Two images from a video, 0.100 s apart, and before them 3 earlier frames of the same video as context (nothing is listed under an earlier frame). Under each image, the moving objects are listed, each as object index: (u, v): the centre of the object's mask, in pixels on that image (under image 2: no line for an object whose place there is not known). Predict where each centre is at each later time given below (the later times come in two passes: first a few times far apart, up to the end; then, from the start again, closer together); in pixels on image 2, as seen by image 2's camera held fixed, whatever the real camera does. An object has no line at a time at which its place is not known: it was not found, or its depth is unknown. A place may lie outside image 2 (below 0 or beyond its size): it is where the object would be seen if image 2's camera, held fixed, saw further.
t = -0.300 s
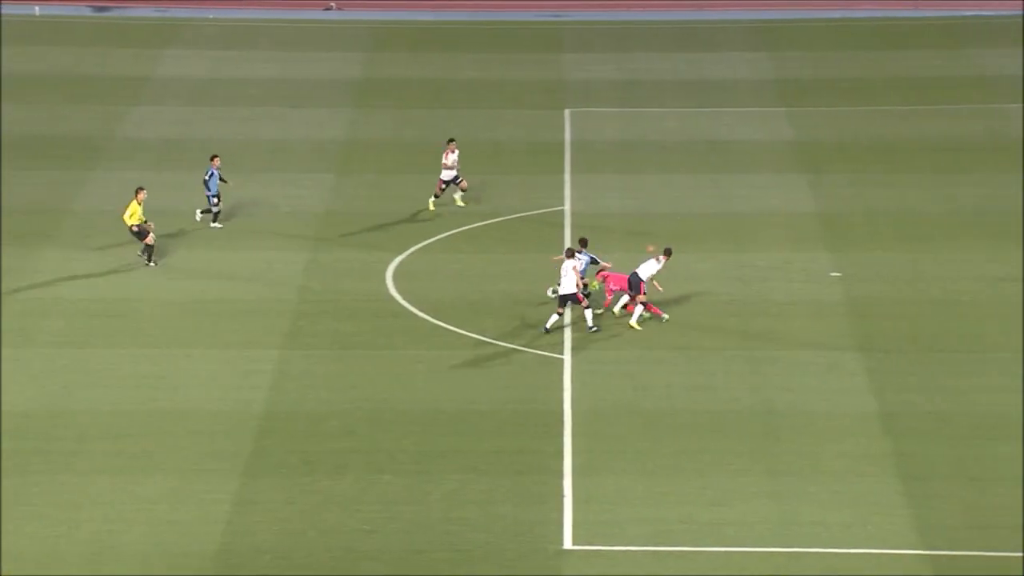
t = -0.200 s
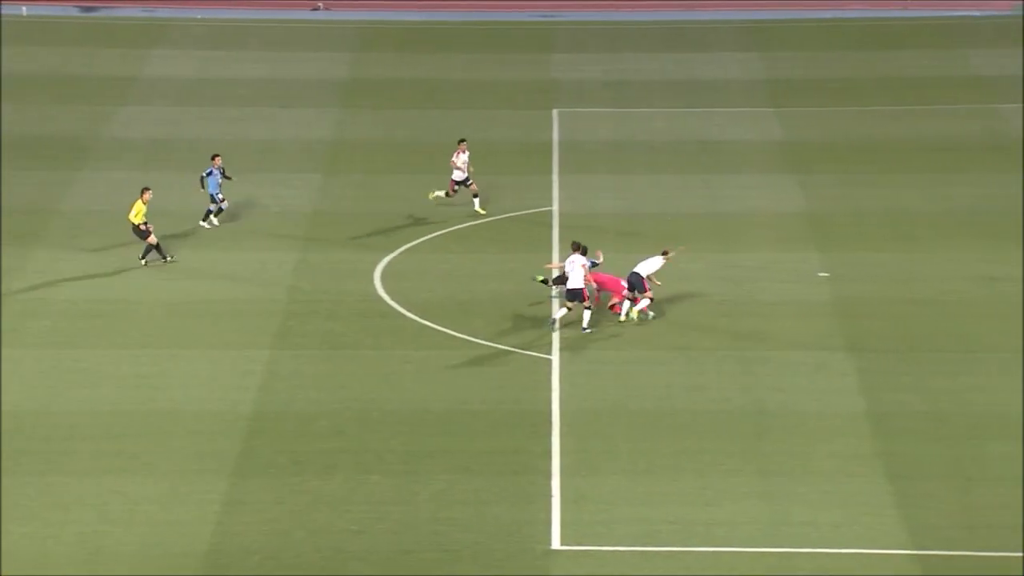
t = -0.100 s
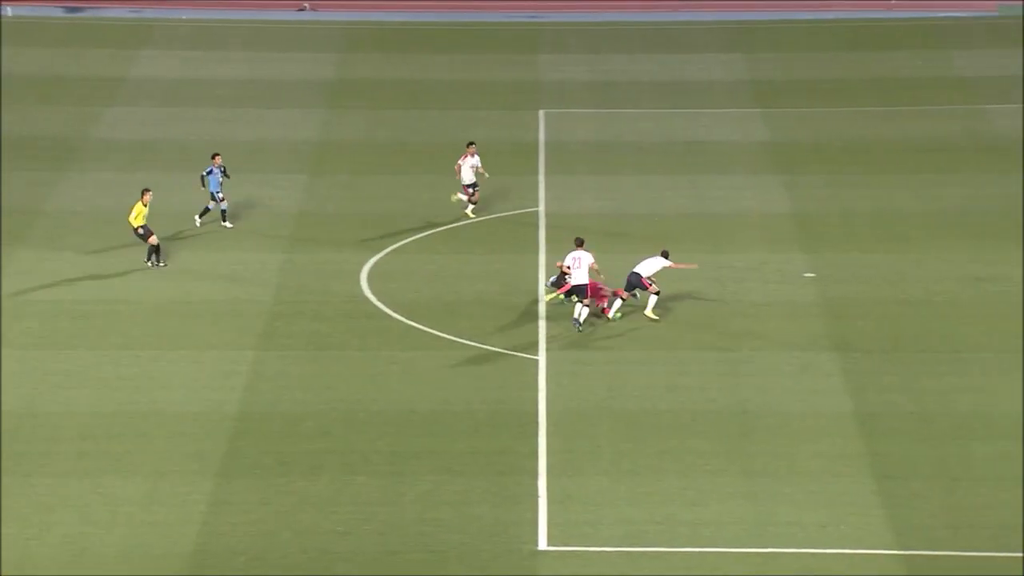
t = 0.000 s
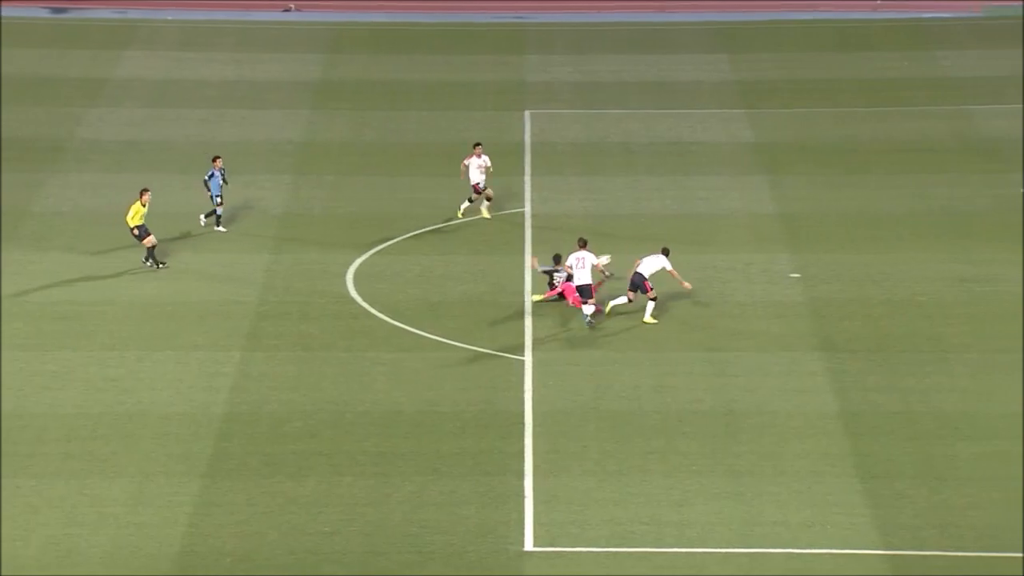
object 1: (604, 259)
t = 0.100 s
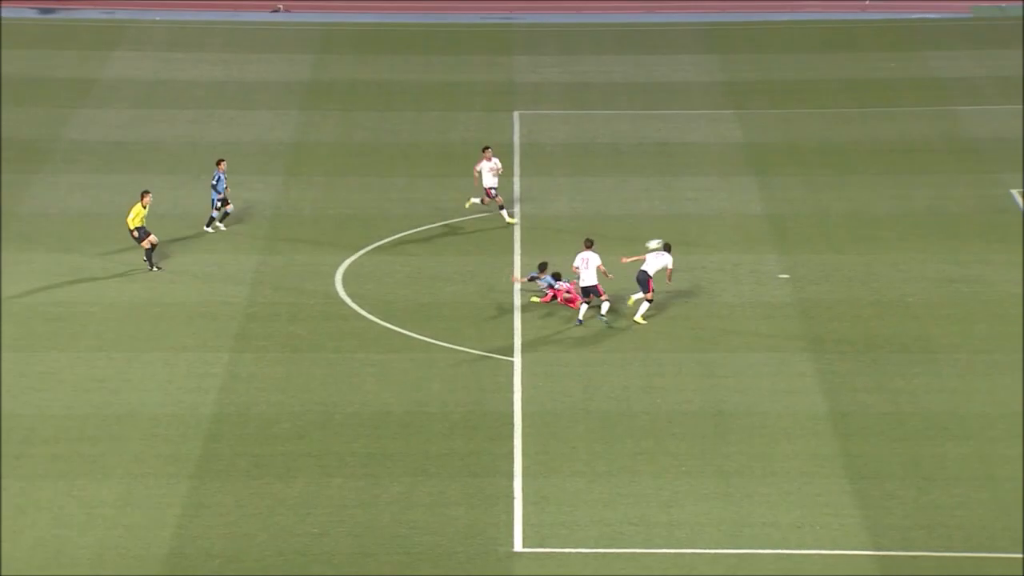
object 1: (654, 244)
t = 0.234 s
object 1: (735, 230)
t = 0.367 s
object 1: (811, 224)
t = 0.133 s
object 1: (675, 239)
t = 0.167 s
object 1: (696, 236)
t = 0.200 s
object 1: (716, 232)
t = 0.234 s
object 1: (735, 230)
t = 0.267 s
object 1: (755, 227)
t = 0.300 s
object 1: (774, 226)
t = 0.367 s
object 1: (811, 224)
